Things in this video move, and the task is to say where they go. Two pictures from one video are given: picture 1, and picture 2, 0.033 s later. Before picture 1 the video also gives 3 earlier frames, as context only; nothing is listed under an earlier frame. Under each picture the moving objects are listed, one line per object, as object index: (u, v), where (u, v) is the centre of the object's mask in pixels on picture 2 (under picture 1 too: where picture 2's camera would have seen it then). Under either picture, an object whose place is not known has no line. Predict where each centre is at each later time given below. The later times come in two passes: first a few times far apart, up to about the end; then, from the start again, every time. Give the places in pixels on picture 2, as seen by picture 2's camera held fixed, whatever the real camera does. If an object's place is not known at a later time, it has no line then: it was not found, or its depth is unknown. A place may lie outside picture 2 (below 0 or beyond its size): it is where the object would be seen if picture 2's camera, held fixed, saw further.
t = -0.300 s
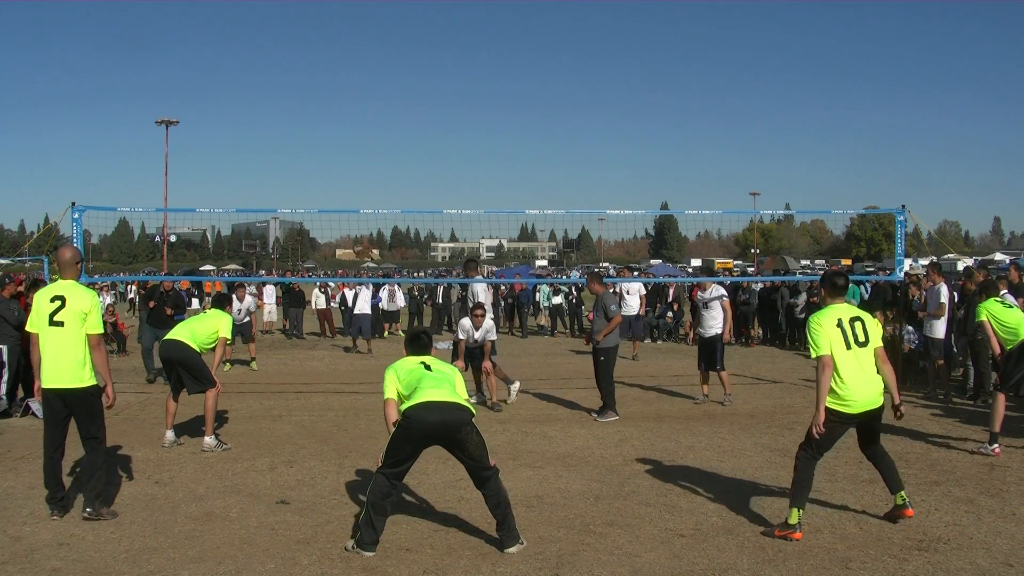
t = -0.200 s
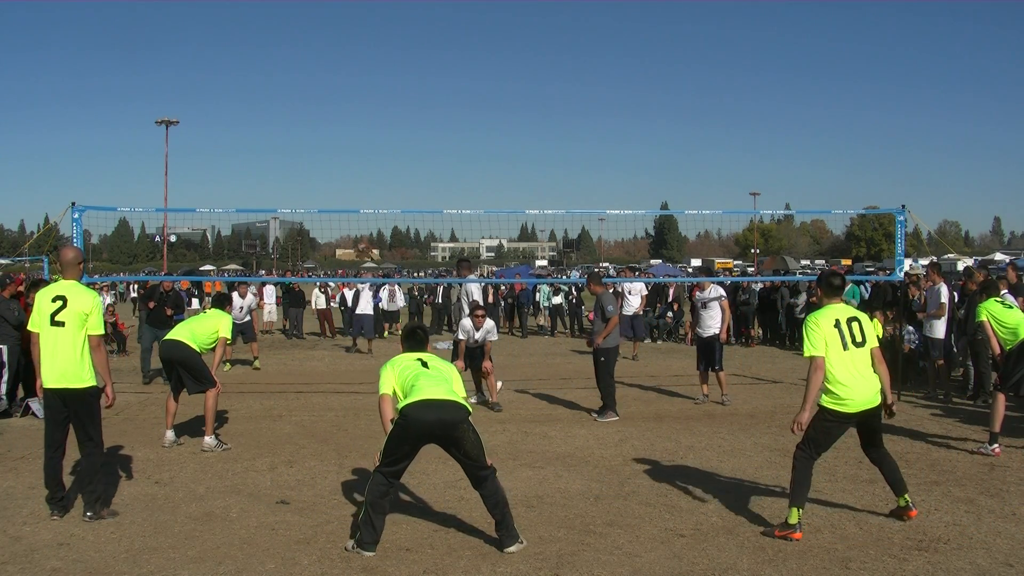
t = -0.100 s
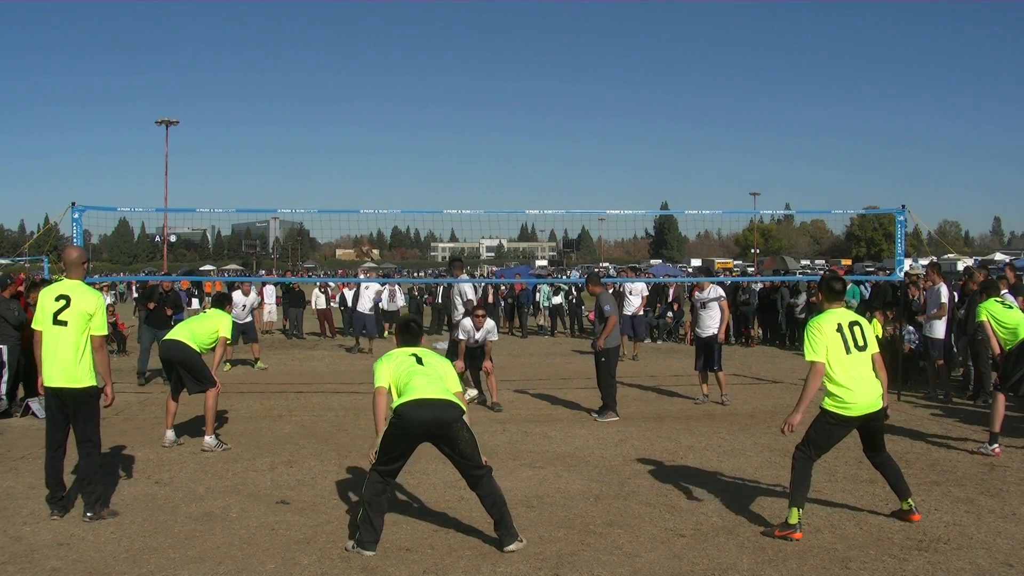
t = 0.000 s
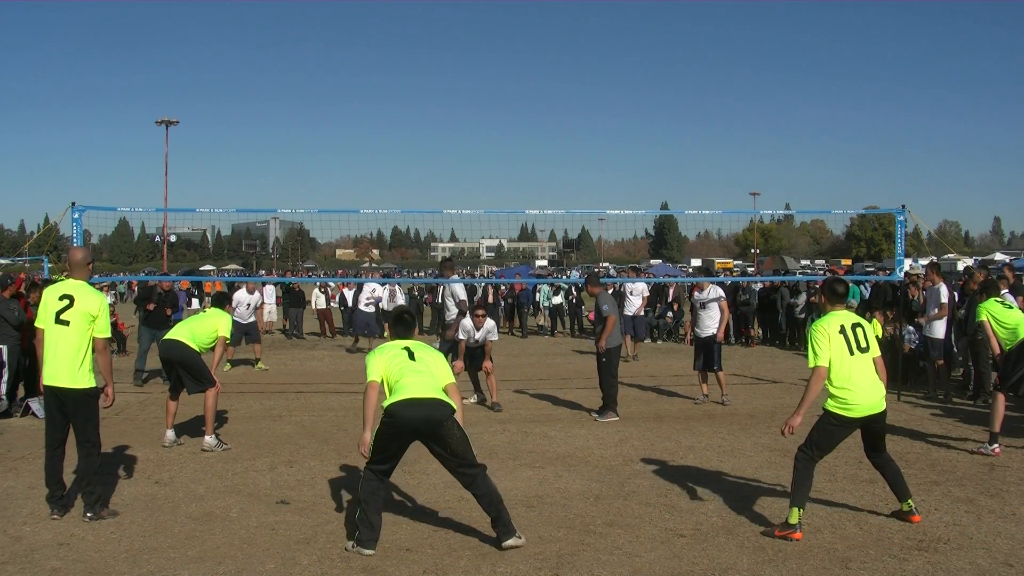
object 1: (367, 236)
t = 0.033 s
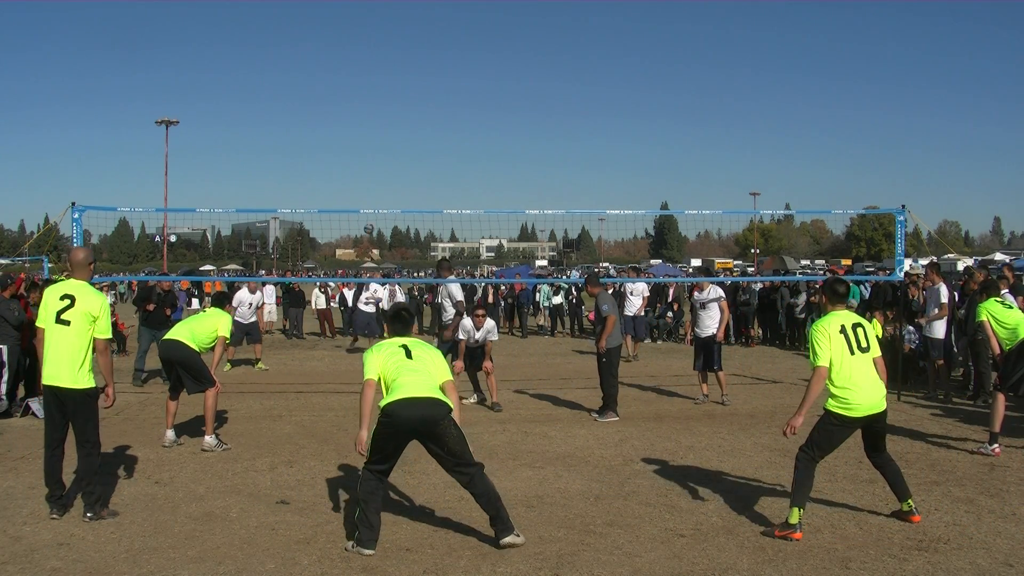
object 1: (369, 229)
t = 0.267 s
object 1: (380, 171)
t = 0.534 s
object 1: (406, 125)
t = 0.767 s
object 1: (447, 121)
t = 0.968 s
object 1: (504, 170)
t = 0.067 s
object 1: (370, 220)
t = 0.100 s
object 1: (371, 212)
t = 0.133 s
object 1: (372, 203)
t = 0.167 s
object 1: (374, 195)
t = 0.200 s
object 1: (375, 187)
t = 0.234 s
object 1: (377, 179)
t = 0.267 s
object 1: (380, 171)
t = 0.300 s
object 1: (382, 164)
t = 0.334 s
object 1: (384, 158)
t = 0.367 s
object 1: (387, 151)
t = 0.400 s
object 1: (390, 145)
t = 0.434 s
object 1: (394, 139)
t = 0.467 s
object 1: (397, 134)
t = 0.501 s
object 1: (401, 129)
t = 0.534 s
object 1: (406, 125)
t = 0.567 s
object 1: (410, 122)
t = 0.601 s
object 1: (415, 120)
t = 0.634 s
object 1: (421, 118)
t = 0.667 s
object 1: (427, 117)
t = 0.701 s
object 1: (433, 117)
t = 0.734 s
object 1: (440, 118)
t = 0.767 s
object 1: (447, 121)
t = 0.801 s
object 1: (454, 124)
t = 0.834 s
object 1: (463, 129)
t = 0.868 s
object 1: (471, 136)
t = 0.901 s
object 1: (481, 145)
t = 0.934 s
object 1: (492, 156)
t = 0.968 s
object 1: (504, 170)
